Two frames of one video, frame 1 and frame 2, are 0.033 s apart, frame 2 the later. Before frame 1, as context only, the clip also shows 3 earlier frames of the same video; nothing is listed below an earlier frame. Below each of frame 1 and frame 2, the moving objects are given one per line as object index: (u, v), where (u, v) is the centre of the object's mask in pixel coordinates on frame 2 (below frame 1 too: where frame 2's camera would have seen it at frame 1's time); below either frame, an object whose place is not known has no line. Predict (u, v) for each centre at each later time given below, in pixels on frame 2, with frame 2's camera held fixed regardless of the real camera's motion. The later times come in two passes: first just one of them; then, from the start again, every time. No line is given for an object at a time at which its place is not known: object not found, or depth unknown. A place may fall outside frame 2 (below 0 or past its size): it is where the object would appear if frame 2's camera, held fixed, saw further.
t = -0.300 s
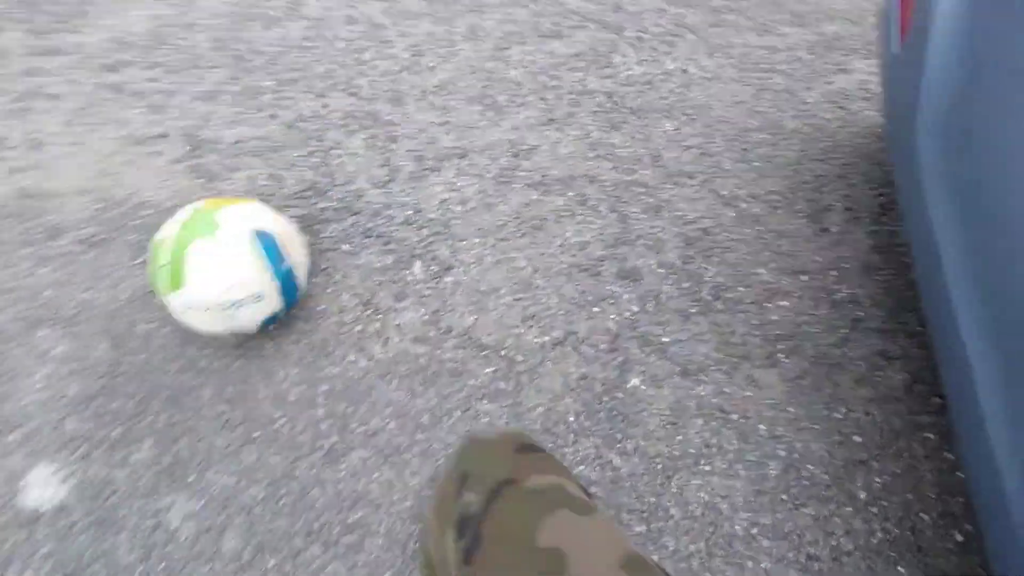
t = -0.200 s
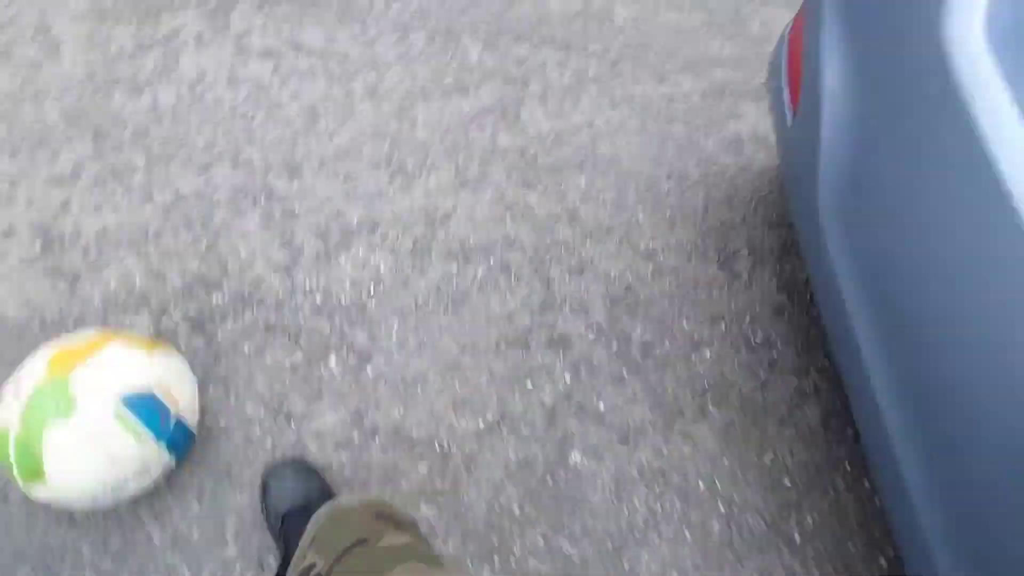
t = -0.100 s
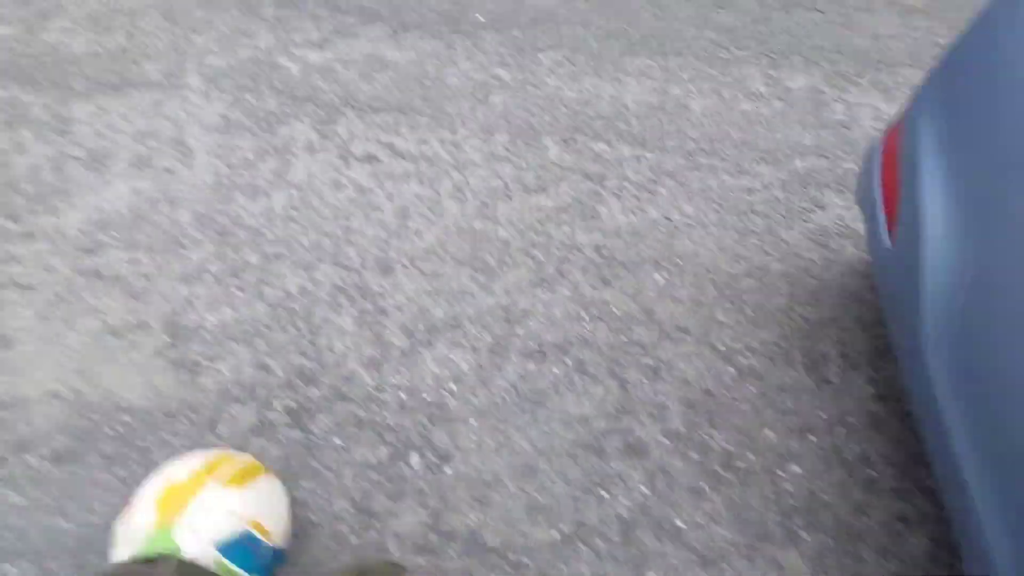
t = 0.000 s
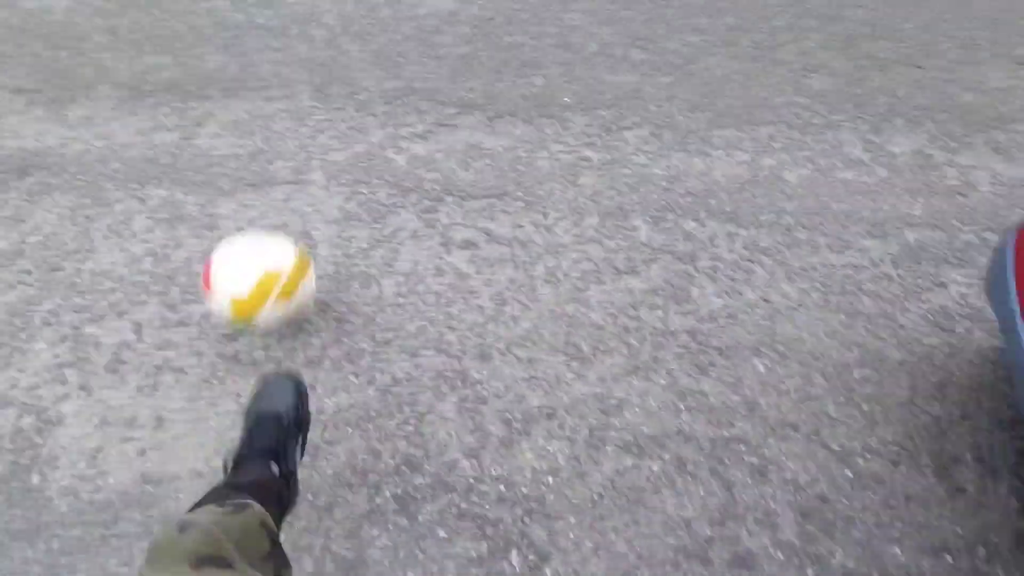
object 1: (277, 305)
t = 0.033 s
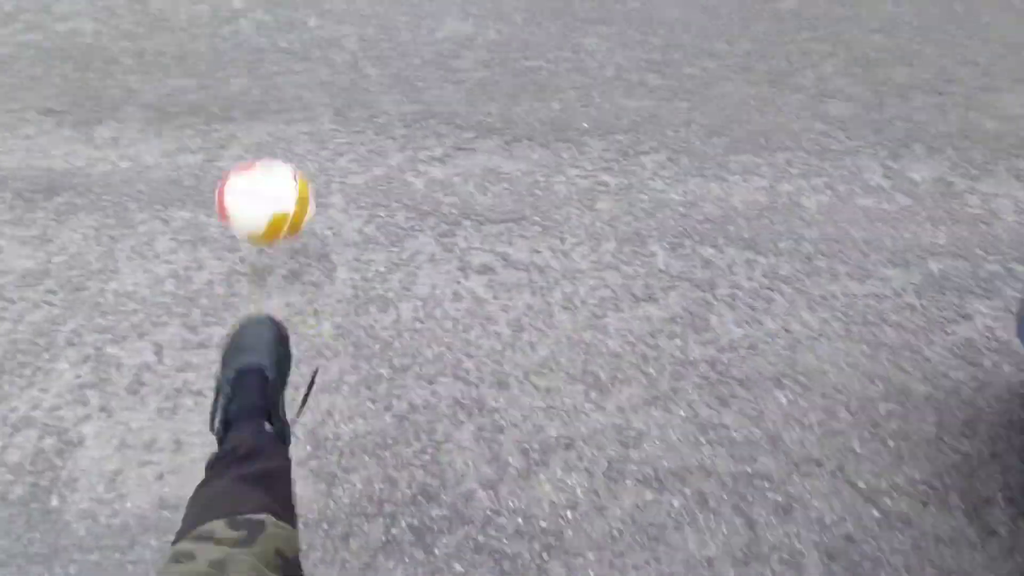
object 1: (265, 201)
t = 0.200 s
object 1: (249, -36)
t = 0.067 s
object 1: (257, 123)
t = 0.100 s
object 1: (253, 65)
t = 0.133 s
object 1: (250, 23)
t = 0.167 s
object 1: (248, -11)
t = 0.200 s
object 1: (249, -36)
